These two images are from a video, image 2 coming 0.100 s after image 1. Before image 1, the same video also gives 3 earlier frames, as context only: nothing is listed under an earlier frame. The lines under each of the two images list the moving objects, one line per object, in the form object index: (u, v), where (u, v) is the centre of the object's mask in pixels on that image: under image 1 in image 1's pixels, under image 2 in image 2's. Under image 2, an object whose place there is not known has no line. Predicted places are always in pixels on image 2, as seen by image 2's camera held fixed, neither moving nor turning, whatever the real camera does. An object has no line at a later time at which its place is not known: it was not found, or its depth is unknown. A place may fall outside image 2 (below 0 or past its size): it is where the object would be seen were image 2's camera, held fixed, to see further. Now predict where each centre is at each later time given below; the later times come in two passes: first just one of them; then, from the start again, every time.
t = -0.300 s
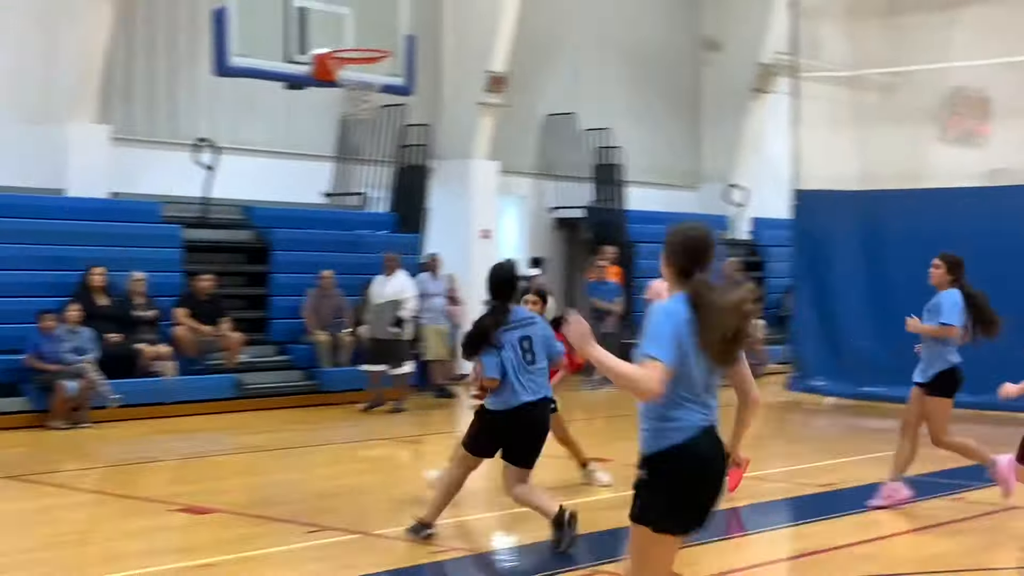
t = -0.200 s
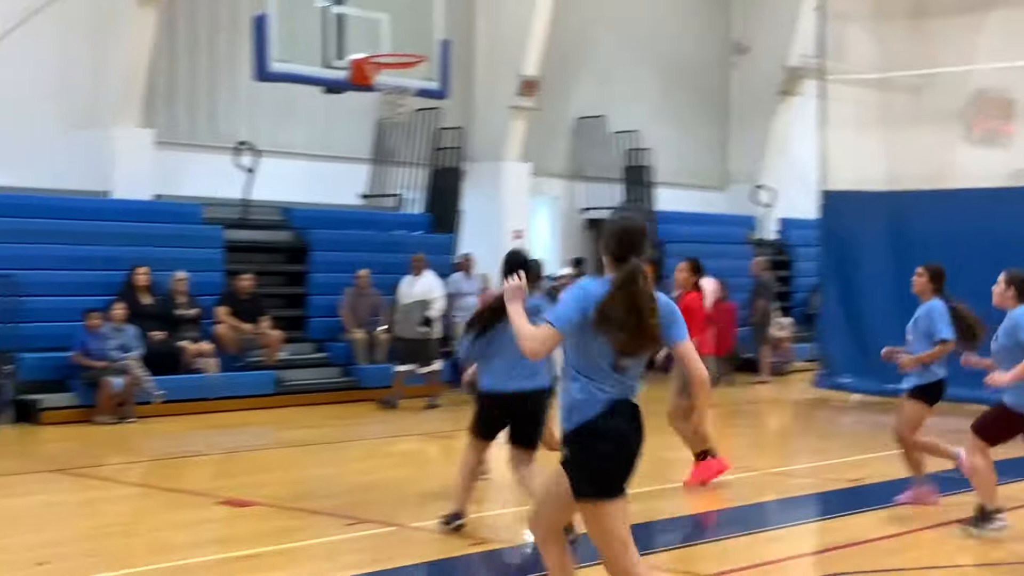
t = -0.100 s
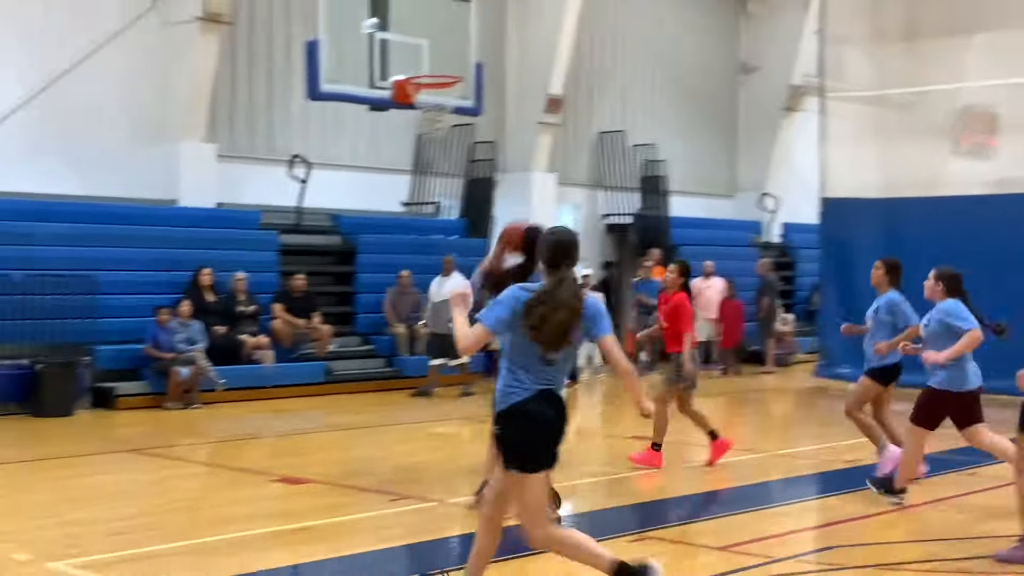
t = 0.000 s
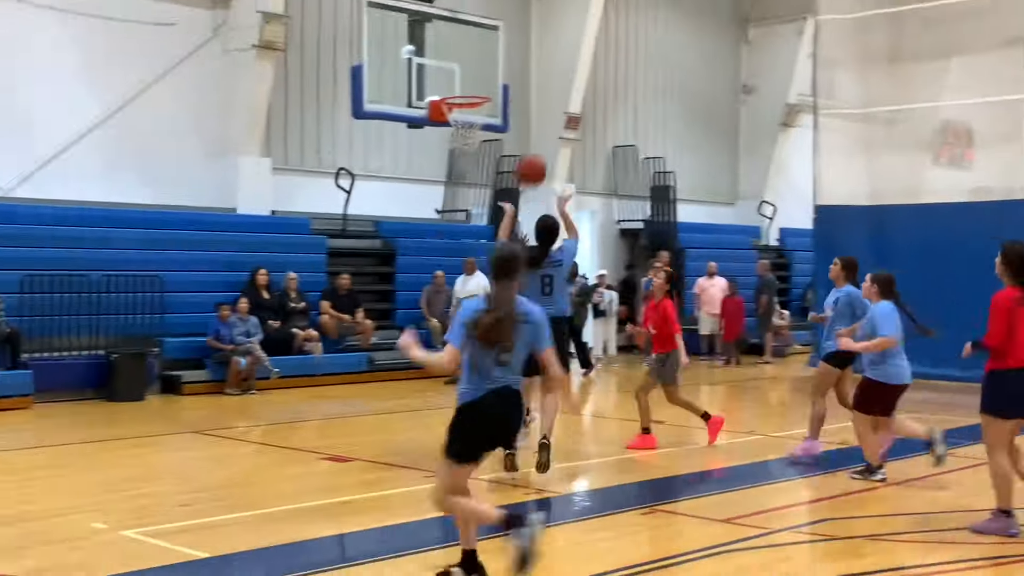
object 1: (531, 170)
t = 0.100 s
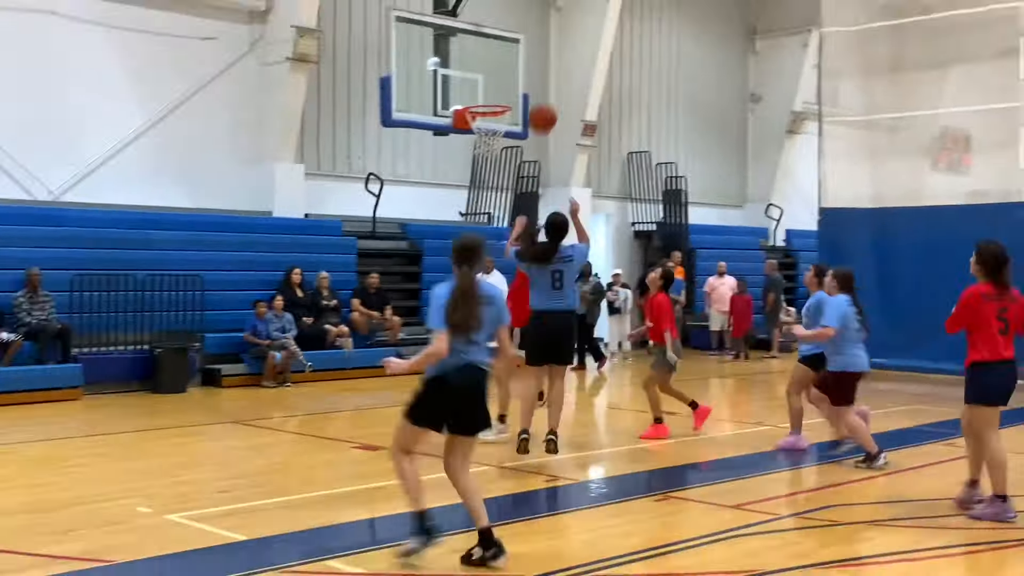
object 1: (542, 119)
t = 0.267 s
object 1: (531, 55)
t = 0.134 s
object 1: (540, 102)
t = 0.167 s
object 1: (538, 88)
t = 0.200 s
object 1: (536, 76)
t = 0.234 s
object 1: (533, 65)
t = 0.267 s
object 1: (531, 55)
